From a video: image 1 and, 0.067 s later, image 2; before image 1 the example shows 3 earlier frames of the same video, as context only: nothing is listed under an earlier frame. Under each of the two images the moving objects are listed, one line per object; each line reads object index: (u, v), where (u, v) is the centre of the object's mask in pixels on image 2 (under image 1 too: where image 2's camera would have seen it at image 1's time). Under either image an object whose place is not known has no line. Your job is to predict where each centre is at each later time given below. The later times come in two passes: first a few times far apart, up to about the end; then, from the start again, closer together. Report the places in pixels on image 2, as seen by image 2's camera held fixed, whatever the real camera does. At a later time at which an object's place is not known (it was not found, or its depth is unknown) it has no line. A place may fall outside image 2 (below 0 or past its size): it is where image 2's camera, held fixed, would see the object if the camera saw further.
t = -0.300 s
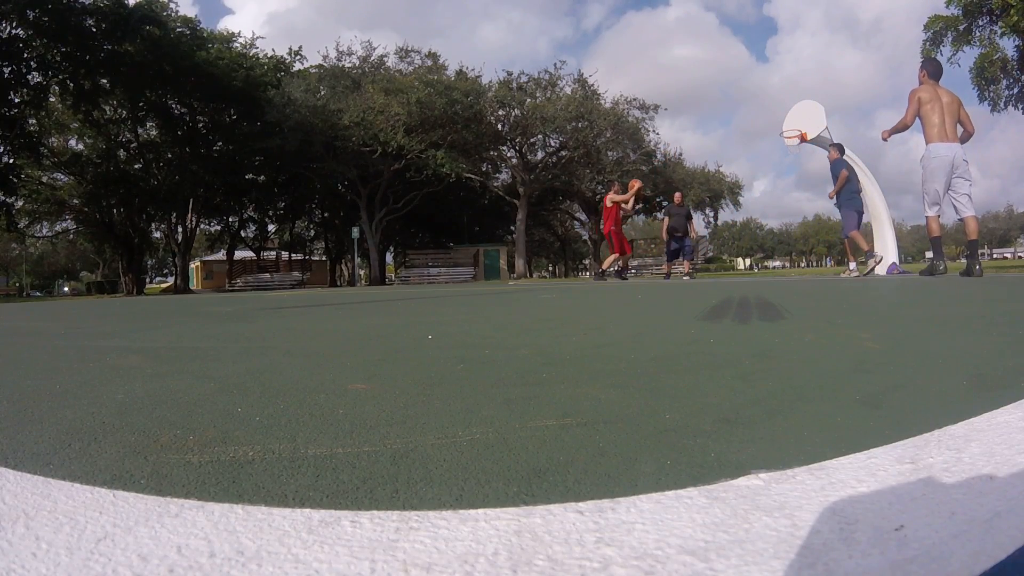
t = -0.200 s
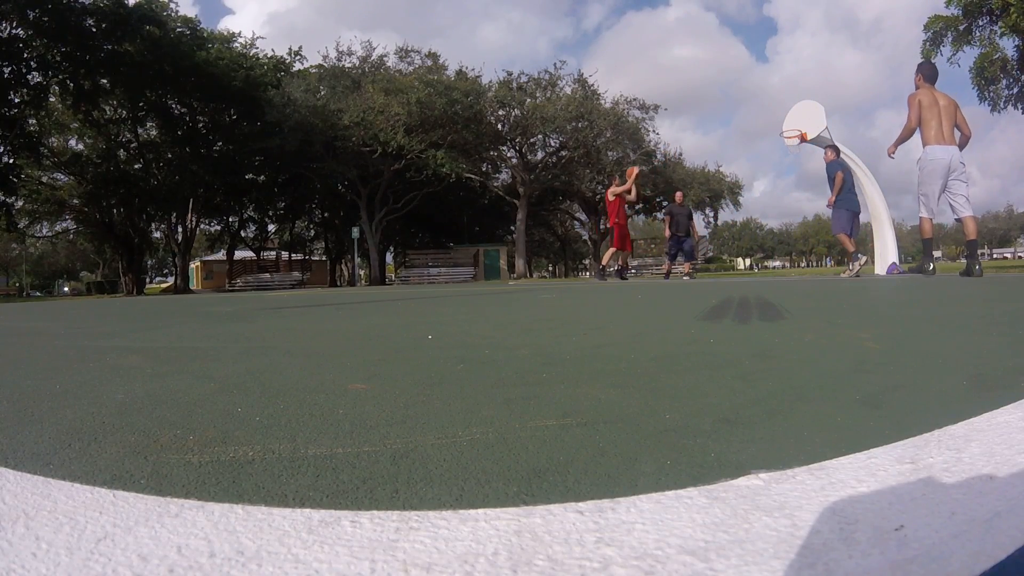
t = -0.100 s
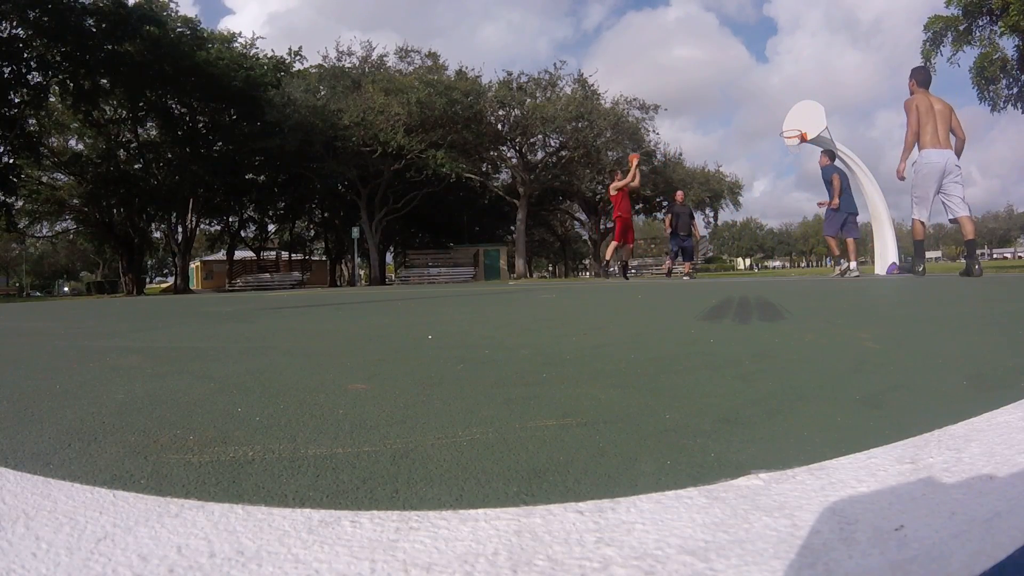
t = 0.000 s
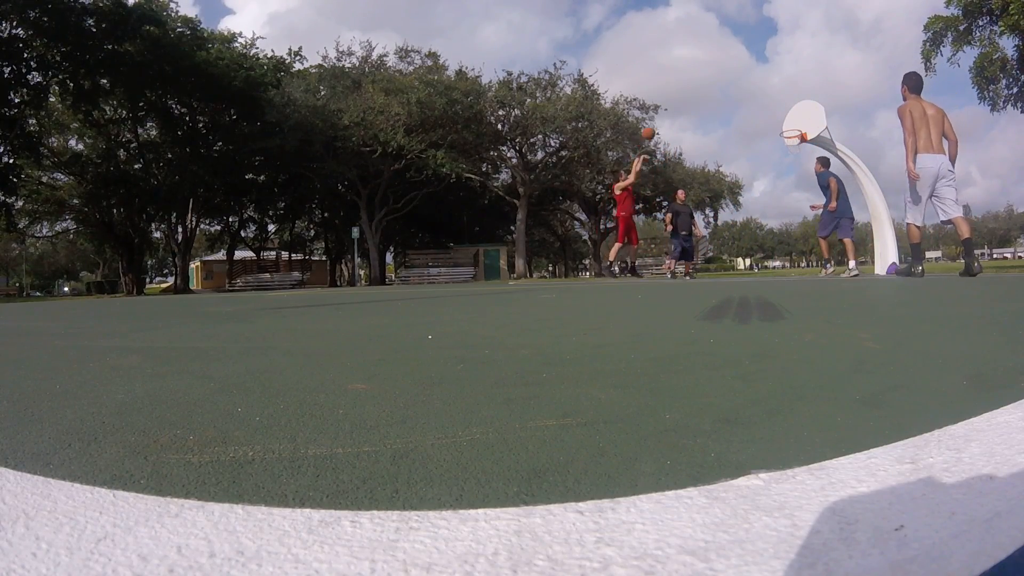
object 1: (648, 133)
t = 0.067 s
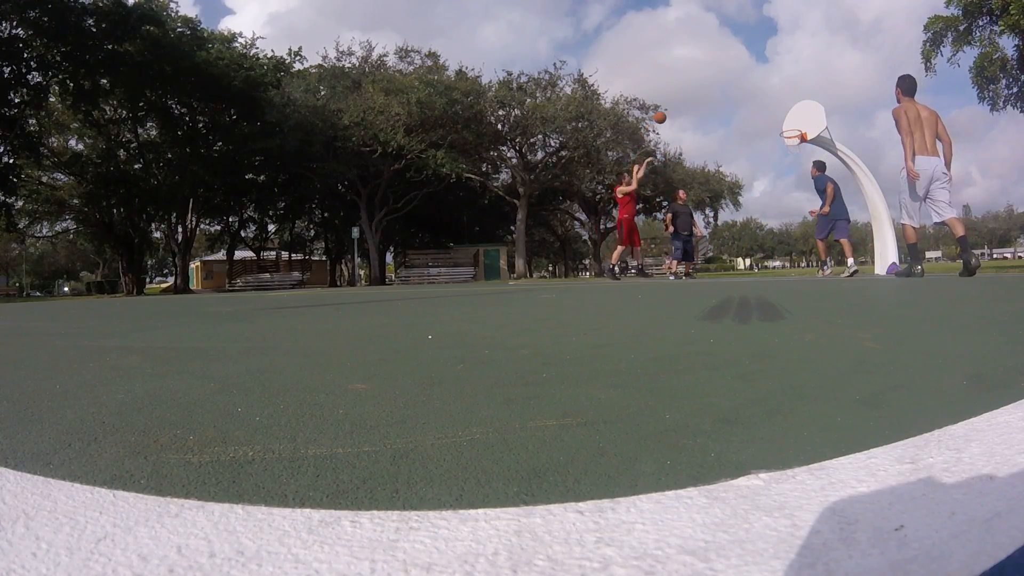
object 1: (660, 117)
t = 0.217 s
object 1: (684, 92)
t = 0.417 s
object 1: (715, 77)
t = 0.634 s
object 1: (748, 83)
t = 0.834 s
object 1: (779, 106)
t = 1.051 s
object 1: (789, 115)
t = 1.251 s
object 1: (769, 95)
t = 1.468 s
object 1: (751, 92)
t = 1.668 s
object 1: (736, 107)
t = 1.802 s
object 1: (728, 127)
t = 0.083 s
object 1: (663, 114)
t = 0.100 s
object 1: (665, 111)
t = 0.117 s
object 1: (668, 107)
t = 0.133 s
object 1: (671, 104)
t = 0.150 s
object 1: (673, 102)
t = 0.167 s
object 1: (676, 99)
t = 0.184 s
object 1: (679, 96)
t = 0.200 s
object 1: (681, 94)
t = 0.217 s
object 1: (684, 92)
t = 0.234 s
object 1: (687, 90)
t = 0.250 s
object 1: (689, 88)
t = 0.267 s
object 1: (692, 86)
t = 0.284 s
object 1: (695, 85)
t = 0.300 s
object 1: (697, 83)
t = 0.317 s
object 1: (700, 82)
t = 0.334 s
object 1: (703, 81)
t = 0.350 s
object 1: (705, 80)
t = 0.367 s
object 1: (708, 79)
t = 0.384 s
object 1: (710, 79)
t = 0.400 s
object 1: (713, 78)
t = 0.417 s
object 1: (715, 77)
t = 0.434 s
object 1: (718, 77)
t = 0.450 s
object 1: (721, 77)
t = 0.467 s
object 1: (723, 77)
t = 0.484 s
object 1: (726, 77)
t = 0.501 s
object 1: (728, 77)
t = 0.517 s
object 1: (731, 77)
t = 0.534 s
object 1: (733, 78)
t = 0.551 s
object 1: (736, 78)
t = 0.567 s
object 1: (738, 79)
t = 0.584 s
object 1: (741, 80)
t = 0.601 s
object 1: (743, 81)
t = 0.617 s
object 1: (746, 82)
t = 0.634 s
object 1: (748, 83)
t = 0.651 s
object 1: (751, 84)
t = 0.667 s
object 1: (754, 86)
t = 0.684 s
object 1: (756, 87)
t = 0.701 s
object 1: (759, 89)
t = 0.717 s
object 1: (761, 91)
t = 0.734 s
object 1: (764, 93)
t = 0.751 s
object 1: (766, 95)
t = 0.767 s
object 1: (769, 97)
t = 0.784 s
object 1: (771, 99)
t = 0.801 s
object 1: (774, 101)
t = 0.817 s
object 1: (776, 104)
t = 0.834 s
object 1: (779, 106)
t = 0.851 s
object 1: (781, 109)
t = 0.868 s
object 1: (784, 112)
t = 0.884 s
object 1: (786, 115)
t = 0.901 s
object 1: (789, 117)
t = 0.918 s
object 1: (791, 121)
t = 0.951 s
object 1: (796, 127)
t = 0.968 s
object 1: (797, 129)
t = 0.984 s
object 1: (796, 126)
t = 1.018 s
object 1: (792, 120)
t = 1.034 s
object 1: (790, 118)
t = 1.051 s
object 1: (789, 115)
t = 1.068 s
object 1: (787, 113)
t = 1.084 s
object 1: (785, 111)
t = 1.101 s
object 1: (783, 108)
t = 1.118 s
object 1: (782, 106)
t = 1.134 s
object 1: (780, 105)
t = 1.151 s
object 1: (779, 103)
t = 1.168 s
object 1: (777, 101)
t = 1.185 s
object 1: (775, 100)
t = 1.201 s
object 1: (774, 98)
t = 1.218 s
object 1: (772, 97)
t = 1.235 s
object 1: (770, 96)
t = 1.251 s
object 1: (769, 95)
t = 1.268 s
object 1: (767, 94)
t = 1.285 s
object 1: (766, 93)
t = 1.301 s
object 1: (764, 93)
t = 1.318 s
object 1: (763, 92)
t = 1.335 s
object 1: (762, 92)
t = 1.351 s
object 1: (760, 92)
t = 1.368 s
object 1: (759, 91)
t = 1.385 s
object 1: (757, 91)
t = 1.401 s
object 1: (756, 91)
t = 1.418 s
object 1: (755, 91)
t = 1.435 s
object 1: (753, 92)
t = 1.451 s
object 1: (752, 92)
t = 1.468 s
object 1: (751, 92)
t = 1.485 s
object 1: (749, 93)
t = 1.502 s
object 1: (748, 94)
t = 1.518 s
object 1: (747, 95)
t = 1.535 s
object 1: (746, 96)
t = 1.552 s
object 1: (744, 97)
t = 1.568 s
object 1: (743, 98)
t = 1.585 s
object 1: (742, 99)
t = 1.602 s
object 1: (741, 101)
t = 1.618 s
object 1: (740, 102)
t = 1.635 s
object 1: (739, 104)
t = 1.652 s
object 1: (738, 106)
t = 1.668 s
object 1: (736, 107)
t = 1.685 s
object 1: (735, 110)
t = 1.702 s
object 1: (734, 112)
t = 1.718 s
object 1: (733, 114)
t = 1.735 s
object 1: (732, 116)
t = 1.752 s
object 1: (731, 119)
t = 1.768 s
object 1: (730, 121)
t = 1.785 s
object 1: (729, 124)
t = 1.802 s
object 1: (728, 127)
